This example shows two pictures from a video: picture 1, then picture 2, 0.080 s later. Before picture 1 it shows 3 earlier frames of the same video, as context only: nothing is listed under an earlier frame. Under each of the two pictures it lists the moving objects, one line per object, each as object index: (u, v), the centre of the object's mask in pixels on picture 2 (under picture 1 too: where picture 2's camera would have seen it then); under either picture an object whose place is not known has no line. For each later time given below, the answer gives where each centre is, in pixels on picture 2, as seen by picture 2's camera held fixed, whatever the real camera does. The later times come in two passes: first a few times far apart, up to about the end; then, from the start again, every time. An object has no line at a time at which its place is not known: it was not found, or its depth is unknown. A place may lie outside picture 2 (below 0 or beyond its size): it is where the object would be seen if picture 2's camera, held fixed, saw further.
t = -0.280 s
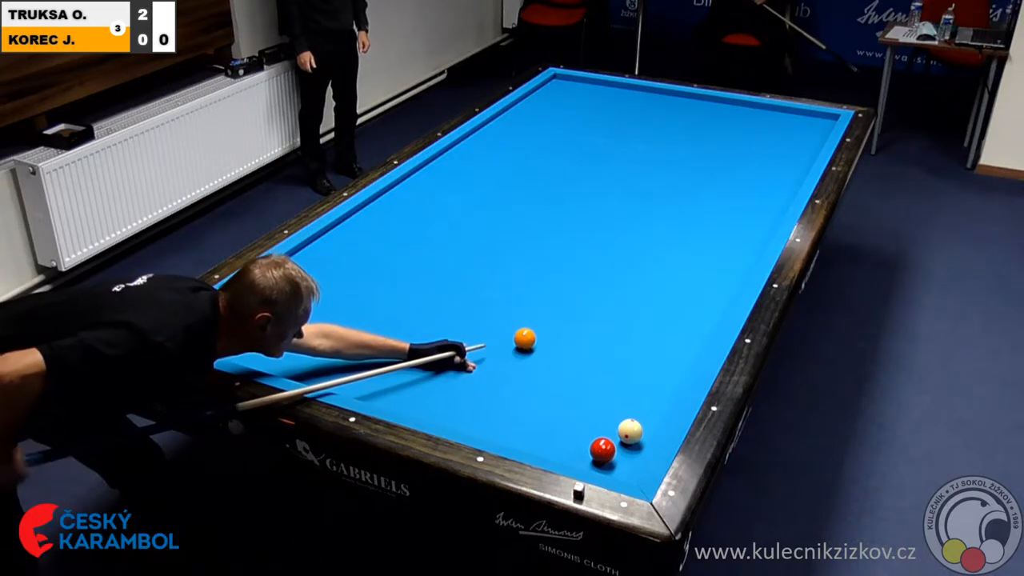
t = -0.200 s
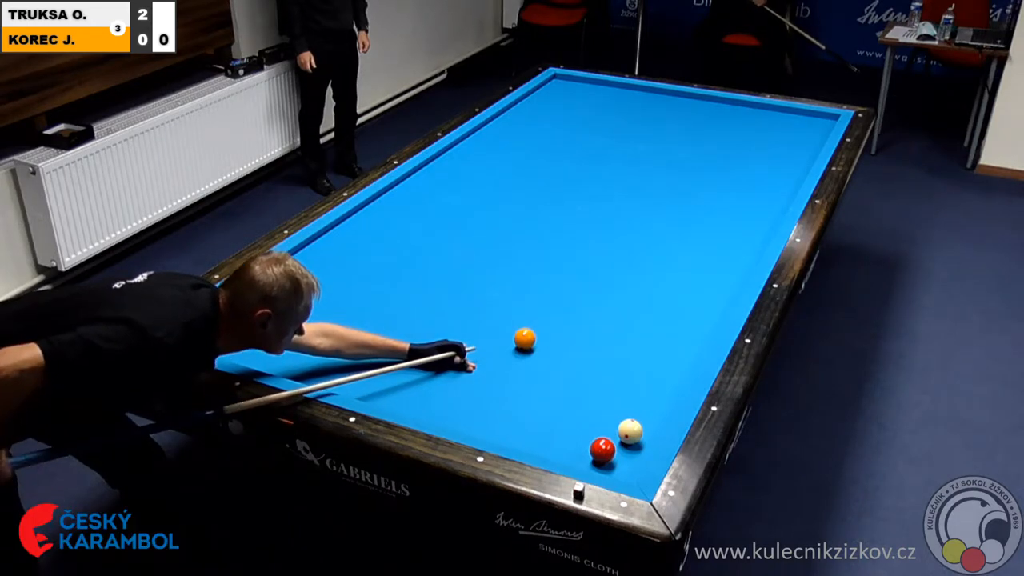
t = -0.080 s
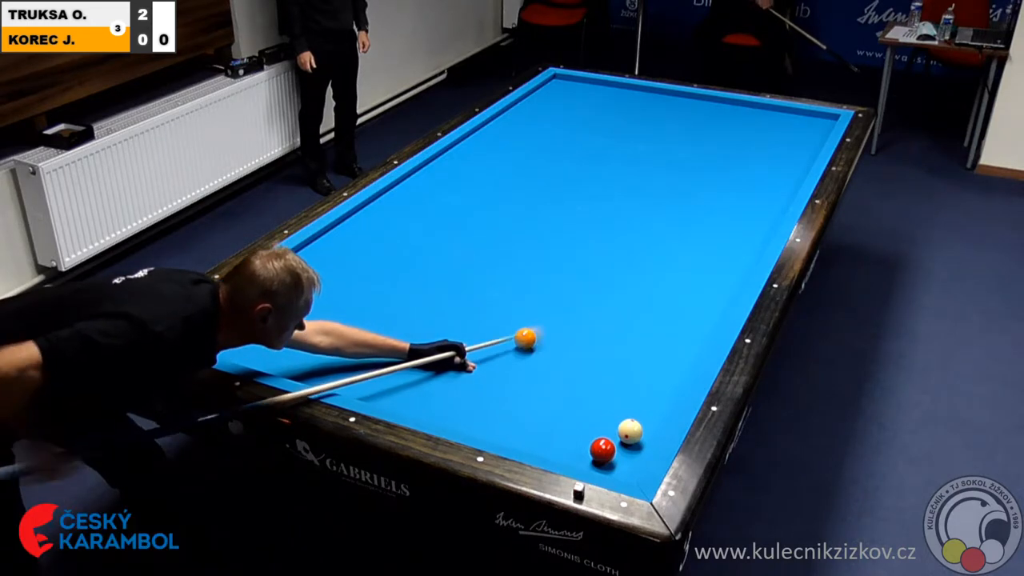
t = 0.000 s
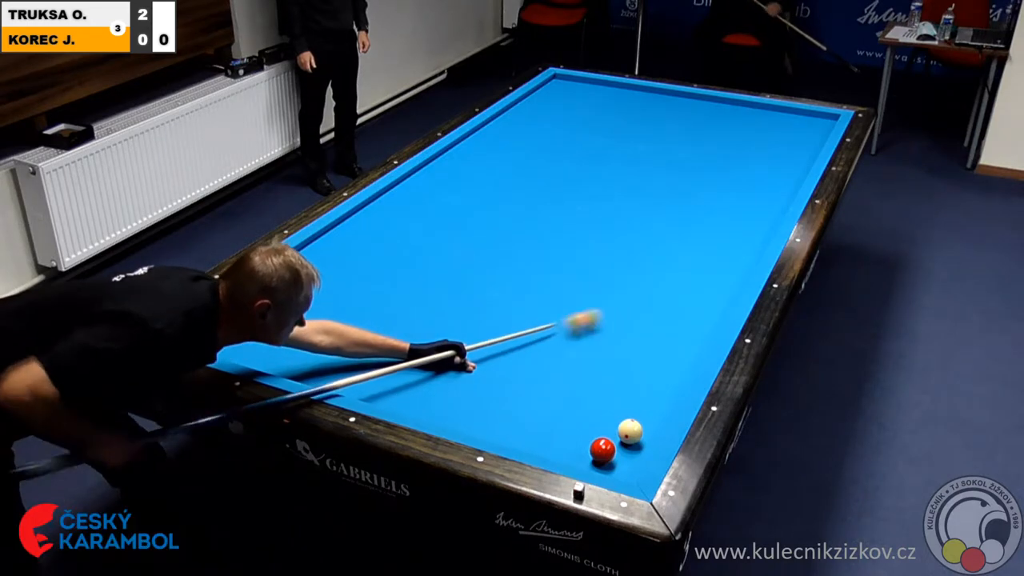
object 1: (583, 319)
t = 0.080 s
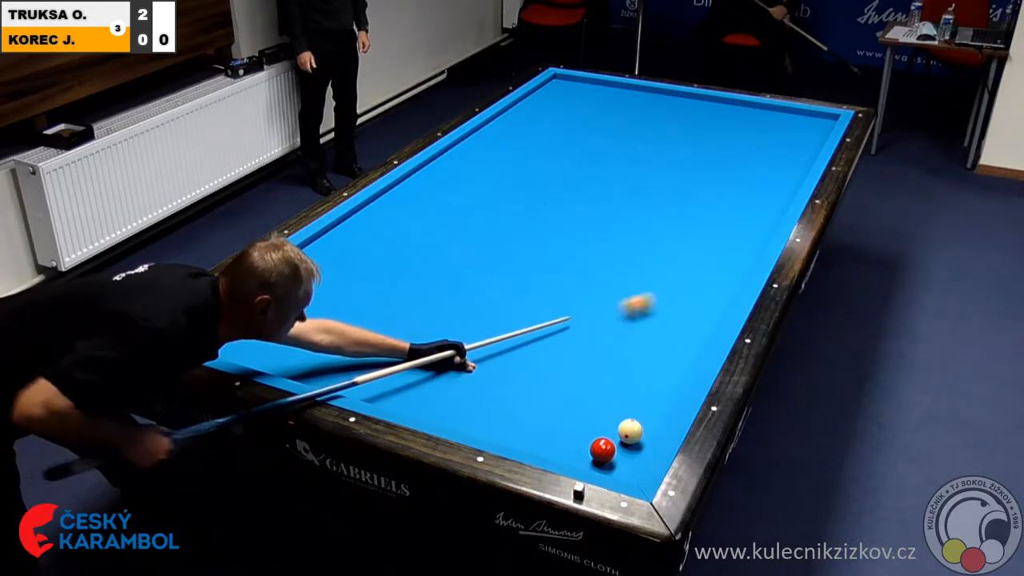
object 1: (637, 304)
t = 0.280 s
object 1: (744, 269)
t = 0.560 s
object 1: (719, 202)
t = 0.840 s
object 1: (707, 151)
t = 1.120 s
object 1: (696, 110)
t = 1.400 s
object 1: (648, 103)
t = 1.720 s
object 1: (564, 114)
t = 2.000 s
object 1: (491, 122)
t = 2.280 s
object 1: (498, 146)
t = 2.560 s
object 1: (502, 171)
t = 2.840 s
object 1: (507, 199)
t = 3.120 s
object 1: (513, 231)
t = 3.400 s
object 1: (520, 267)
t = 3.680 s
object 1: (528, 309)
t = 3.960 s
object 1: (536, 356)
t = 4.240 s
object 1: (546, 411)
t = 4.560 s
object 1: (579, 443)
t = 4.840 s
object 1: (597, 424)
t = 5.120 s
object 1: (613, 406)
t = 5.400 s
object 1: (629, 391)
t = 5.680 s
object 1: (642, 376)
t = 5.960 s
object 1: (655, 363)
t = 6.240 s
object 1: (666, 351)
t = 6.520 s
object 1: (676, 340)
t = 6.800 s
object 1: (685, 330)
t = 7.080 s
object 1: (694, 321)
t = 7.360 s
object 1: (702, 313)
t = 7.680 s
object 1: (710, 304)
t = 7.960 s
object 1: (716, 298)
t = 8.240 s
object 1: (722, 292)
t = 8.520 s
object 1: (727, 286)
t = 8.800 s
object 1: (731, 281)
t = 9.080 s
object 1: (735, 276)
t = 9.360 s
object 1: (738, 272)
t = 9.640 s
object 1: (741, 269)
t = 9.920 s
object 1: (742, 266)
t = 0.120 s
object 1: (662, 297)
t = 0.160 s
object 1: (686, 290)
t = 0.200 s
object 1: (708, 283)
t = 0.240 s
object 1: (730, 277)
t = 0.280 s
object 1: (744, 269)
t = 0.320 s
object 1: (739, 258)
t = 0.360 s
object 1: (734, 247)
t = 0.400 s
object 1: (729, 237)
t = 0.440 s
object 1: (726, 228)
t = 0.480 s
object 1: (723, 219)
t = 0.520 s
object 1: (721, 210)
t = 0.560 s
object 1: (719, 202)
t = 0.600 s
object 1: (717, 193)
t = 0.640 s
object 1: (715, 186)
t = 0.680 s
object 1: (713, 178)
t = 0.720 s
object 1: (712, 171)
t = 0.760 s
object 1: (709, 164)
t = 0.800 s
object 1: (708, 157)
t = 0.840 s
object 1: (707, 151)
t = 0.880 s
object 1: (705, 145)
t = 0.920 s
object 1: (703, 138)
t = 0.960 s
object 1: (702, 132)
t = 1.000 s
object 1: (700, 127)
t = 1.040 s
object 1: (699, 121)
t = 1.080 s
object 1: (697, 116)
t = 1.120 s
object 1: (696, 110)
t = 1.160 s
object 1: (695, 105)
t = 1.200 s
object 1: (694, 101)
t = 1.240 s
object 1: (692, 96)
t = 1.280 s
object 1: (682, 97)
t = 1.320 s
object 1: (670, 99)
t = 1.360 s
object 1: (659, 101)
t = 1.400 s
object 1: (648, 103)
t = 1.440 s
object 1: (637, 104)
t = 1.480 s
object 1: (626, 106)
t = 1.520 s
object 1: (616, 107)
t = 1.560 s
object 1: (605, 109)
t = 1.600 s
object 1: (595, 110)
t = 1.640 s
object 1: (585, 111)
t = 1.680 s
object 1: (575, 113)
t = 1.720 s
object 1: (564, 114)
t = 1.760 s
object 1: (554, 115)
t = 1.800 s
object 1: (543, 116)
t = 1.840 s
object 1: (533, 117)
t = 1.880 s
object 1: (522, 118)
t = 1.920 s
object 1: (512, 120)
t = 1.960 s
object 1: (501, 121)
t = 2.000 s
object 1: (491, 122)
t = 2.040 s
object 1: (492, 125)
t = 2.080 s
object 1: (494, 129)
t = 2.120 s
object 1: (495, 132)
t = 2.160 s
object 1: (496, 136)
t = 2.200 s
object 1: (497, 139)
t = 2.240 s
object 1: (497, 142)
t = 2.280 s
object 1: (498, 146)
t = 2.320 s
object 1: (498, 149)
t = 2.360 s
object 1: (499, 153)
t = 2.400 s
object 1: (500, 156)
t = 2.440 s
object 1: (500, 160)
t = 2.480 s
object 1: (501, 163)
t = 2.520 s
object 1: (502, 167)
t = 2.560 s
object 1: (502, 171)
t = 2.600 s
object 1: (503, 175)
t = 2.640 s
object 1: (504, 179)
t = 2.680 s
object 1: (504, 183)
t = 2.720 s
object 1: (505, 187)
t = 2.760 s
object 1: (506, 191)
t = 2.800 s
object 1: (507, 195)
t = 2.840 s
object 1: (507, 199)
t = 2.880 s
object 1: (508, 204)
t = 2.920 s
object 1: (509, 208)
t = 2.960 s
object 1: (510, 213)
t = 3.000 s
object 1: (511, 217)
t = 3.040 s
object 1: (512, 222)
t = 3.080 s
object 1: (513, 226)
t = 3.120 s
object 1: (513, 231)
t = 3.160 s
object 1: (514, 236)
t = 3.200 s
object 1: (515, 241)
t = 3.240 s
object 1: (516, 246)
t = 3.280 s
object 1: (517, 252)
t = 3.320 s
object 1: (518, 257)
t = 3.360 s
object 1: (519, 262)
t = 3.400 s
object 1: (520, 267)
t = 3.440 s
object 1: (521, 273)
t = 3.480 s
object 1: (522, 279)
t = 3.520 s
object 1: (523, 284)
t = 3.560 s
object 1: (524, 290)
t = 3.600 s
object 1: (525, 296)
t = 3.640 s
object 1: (527, 302)
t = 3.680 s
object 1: (528, 309)
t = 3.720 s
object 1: (529, 315)
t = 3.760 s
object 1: (530, 322)
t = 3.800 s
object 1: (531, 328)
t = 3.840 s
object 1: (533, 335)
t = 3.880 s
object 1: (534, 342)
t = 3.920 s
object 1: (535, 349)
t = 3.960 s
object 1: (536, 356)
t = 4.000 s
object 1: (537, 363)
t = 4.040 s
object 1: (539, 371)
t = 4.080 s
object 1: (540, 379)
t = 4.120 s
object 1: (542, 386)
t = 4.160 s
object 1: (543, 395)
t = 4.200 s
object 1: (545, 403)
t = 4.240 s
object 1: (546, 411)
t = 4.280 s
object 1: (548, 420)
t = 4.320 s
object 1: (549, 429)
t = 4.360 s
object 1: (551, 438)
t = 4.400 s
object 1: (553, 446)
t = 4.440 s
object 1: (558, 450)
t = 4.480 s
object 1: (569, 449)
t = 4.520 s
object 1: (577, 446)
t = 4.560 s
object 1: (579, 443)
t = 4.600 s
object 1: (581, 440)
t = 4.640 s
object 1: (584, 437)
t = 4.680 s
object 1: (587, 434)
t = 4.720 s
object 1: (589, 431)
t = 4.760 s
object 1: (592, 429)
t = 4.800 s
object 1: (594, 426)
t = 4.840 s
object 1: (597, 424)
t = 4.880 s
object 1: (599, 421)
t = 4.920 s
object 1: (602, 419)
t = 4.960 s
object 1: (604, 416)
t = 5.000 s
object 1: (606, 414)
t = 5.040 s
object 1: (609, 411)
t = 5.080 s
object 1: (611, 409)
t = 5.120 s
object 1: (613, 406)
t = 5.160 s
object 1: (615, 404)
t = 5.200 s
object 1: (618, 402)
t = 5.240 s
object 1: (620, 399)
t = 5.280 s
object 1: (622, 397)
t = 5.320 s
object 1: (624, 395)
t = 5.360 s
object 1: (626, 393)
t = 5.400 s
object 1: (629, 391)
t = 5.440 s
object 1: (631, 389)
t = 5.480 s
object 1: (633, 387)
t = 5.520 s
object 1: (635, 384)
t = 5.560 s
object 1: (637, 382)
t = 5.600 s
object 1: (638, 380)
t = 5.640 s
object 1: (640, 378)
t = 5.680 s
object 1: (642, 376)
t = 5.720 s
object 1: (644, 374)
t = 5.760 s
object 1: (646, 373)
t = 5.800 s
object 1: (648, 371)
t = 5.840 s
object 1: (650, 369)
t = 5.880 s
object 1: (651, 367)
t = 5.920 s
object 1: (653, 365)
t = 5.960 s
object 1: (655, 363)
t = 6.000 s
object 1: (657, 361)
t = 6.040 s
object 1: (658, 360)
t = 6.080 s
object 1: (660, 358)
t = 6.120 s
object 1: (661, 356)
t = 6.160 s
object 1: (663, 355)
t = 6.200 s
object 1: (664, 353)
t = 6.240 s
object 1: (666, 351)
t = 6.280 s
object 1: (667, 350)
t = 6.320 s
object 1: (669, 348)
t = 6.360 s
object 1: (670, 347)
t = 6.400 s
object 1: (672, 345)
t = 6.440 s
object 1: (673, 343)
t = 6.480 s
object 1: (675, 342)
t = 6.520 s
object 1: (676, 340)
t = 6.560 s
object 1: (678, 339)
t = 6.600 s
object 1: (679, 338)
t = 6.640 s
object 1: (681, 336)
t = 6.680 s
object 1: (682, 335)
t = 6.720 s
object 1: (683, 333)
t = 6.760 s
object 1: (684, 332)
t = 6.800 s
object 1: (685, 330)
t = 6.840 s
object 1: (687, 329)
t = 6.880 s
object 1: (688, 327)
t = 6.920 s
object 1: (689, 326)
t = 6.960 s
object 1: (690, 325)
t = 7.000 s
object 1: (692, 324)
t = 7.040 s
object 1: (693, 323)
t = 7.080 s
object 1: (694, 321)
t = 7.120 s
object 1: (695, 320)
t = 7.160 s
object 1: (696, 319)
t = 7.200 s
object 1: (697, 317)
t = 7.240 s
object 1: (699, 316)
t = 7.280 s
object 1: (699, 316)
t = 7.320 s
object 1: (700, 314)
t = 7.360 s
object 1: (702, 313)
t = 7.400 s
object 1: (703, 312)
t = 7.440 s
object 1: (704, 311)
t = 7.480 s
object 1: (705, 310)
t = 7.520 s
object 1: (706, 309)
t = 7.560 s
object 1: (707, 307)
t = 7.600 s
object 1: (708, 306)
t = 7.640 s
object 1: (709, 305)
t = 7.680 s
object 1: (710, 304)
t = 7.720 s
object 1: (711, 303)
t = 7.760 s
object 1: (712, 302)
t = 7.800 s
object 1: (712, 301)
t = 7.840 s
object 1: (713, 300)
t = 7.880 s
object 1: (714, 299)
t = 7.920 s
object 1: (715, 298)
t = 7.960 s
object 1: (716, 298)
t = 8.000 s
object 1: (717, 297)
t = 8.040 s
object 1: (717, 296)
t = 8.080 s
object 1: (718, 295)
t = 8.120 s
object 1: (719, 294)
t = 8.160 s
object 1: (720, 293)
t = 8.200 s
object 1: (721, 293)
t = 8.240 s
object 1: (722, 292)
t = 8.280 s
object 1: (722, 291)
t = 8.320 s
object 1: (723, 290)
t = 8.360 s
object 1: (724, 289)
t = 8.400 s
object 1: (724, 288)
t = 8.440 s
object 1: (725, 287)
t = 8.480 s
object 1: (726, 287)
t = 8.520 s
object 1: (727, 286)
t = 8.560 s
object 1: (727, 285)
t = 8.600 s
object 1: (728, 284)
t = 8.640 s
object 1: (729, 284)
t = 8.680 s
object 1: (729, 283)
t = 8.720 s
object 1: (730, 282)
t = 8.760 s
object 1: (730, 282)
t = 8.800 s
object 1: (731, 281)
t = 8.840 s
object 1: (731, 280)
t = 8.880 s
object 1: (732, 279)
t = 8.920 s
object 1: (732, 279)
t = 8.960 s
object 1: (733, 278)
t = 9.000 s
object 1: (734, 278)
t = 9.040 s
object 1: (734, 277)
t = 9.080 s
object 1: (735, 276)
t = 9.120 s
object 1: (735, 276)
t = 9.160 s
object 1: (736, 275)
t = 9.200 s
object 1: (736, 275)
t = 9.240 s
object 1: (737, 274)
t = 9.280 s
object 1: (737, 273)
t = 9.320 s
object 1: (738, 273)
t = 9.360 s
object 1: (738, 272)
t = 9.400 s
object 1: (738, 272)
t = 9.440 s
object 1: (739, 272)
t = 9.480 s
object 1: (739, 271)
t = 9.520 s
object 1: (739, 271)
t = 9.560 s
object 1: (740, 270)
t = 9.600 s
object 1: (740, 270)
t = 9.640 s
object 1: (741, 269)
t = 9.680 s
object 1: (741, 268)
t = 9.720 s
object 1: (741, 268)
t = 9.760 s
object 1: (741, 268)
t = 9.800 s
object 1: (742, 267)
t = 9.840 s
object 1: (742, 267)
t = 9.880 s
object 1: (742, 266)
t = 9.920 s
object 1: (742, 266)
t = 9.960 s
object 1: (743, 266)
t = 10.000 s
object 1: (743, 265)
